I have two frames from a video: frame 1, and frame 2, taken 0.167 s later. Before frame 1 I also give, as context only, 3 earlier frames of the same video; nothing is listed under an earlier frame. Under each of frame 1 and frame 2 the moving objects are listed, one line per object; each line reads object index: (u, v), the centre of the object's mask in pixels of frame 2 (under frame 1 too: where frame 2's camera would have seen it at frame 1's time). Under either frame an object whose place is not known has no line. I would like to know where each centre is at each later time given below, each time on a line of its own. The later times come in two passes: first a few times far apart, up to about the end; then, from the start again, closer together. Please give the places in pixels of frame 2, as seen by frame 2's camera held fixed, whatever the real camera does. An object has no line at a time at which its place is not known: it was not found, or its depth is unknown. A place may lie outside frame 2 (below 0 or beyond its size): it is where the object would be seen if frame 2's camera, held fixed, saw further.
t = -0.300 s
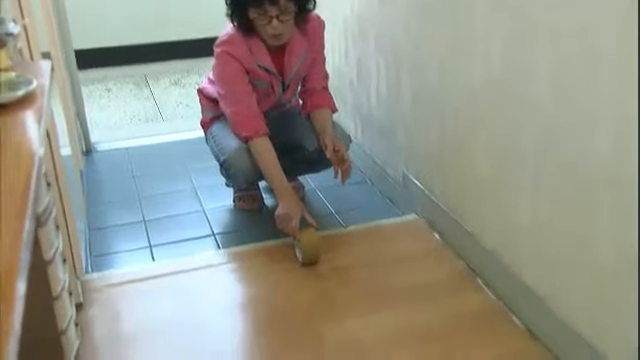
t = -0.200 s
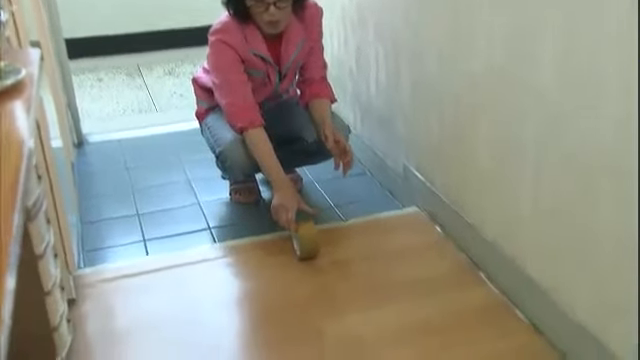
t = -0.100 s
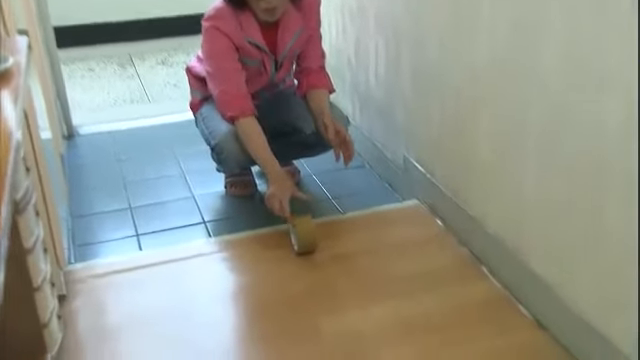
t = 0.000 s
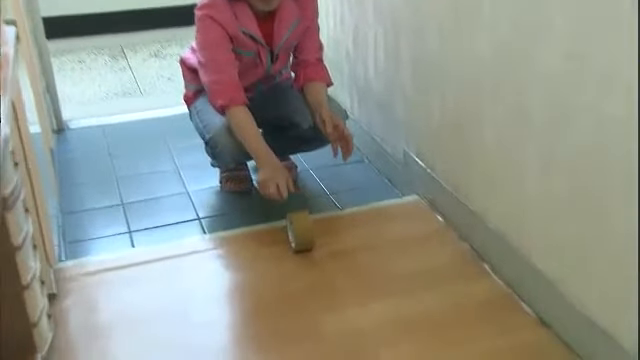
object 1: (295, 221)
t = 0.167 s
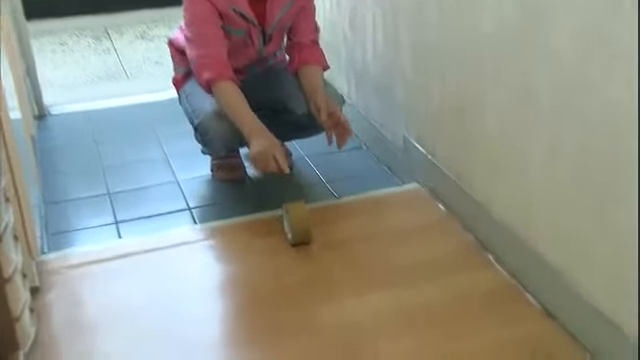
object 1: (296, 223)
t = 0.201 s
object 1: (297, 224)
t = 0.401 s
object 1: (299, 227)
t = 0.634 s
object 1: (302, 231)
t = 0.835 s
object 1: (305, 237)
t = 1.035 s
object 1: (310, 245)
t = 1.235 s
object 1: (315, 255)
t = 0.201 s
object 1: (297, 224)
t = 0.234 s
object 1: (298, 224)
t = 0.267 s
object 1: (298, 224)
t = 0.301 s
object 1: (298, 225)
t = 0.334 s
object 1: (299, 226)
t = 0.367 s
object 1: (299, 226)
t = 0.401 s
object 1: (299, 227)
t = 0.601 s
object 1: (302, 231)
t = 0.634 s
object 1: (302, 231)
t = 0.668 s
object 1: (303, 232)
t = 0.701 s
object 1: (303, 232)
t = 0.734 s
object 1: (304, 233)
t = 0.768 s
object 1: (304, 234)
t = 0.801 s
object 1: (305, 235)
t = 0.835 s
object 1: (305, 237)
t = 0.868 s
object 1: (306, 238)
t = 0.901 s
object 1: (307, 240)
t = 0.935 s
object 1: (307, 241)
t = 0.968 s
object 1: (308, 242)
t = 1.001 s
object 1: (309, 243)
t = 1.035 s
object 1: (310, 245)
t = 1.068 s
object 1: (311, 246)
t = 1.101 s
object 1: (311, 248)
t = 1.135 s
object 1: (313, 250)
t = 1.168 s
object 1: (314, 251)
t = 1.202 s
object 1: (315, 253)
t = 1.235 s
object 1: (315, 255)
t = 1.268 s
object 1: (317, 256)
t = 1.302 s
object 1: (318, 257)
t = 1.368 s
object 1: (321, 261)
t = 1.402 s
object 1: (322, 264)
